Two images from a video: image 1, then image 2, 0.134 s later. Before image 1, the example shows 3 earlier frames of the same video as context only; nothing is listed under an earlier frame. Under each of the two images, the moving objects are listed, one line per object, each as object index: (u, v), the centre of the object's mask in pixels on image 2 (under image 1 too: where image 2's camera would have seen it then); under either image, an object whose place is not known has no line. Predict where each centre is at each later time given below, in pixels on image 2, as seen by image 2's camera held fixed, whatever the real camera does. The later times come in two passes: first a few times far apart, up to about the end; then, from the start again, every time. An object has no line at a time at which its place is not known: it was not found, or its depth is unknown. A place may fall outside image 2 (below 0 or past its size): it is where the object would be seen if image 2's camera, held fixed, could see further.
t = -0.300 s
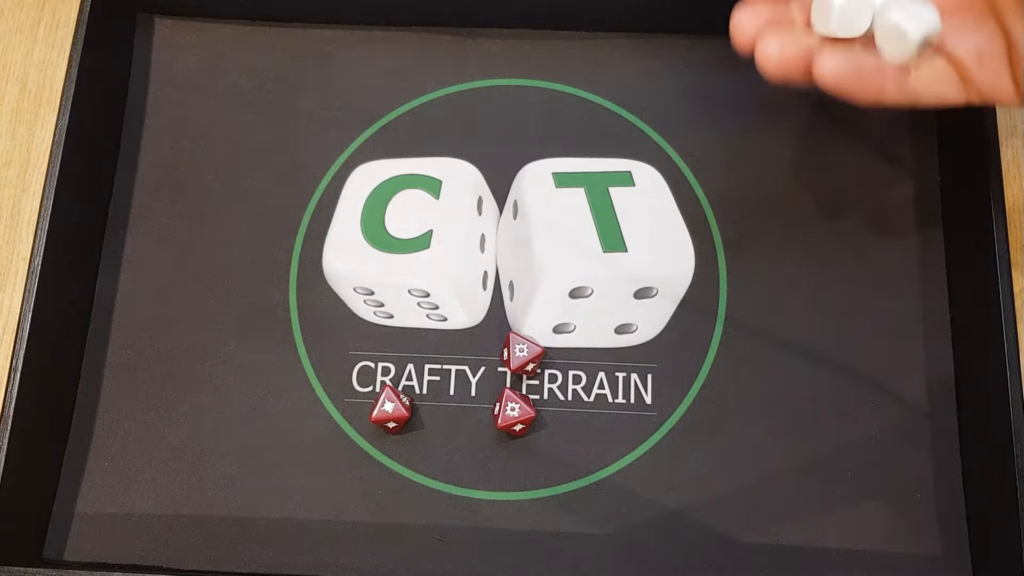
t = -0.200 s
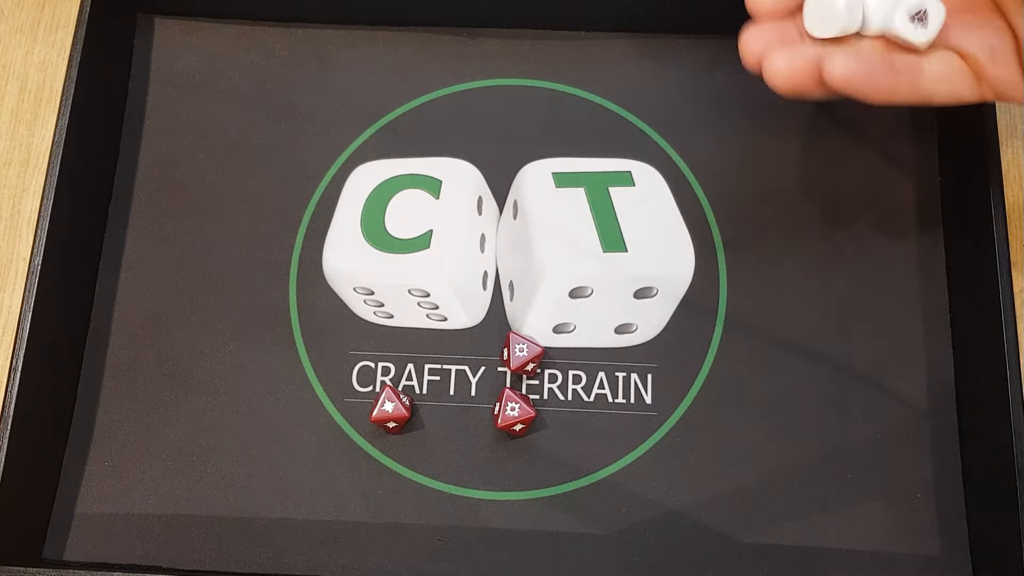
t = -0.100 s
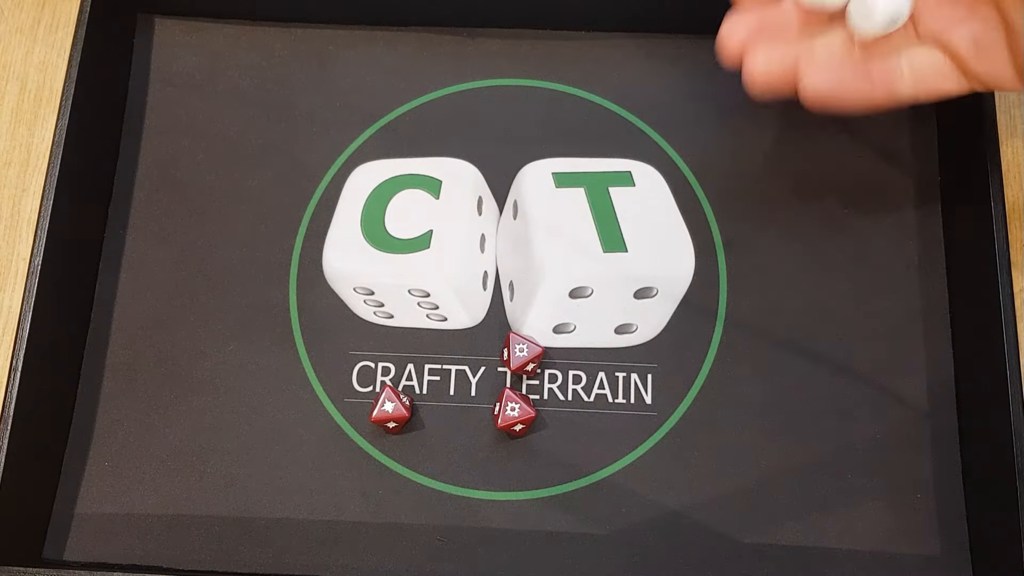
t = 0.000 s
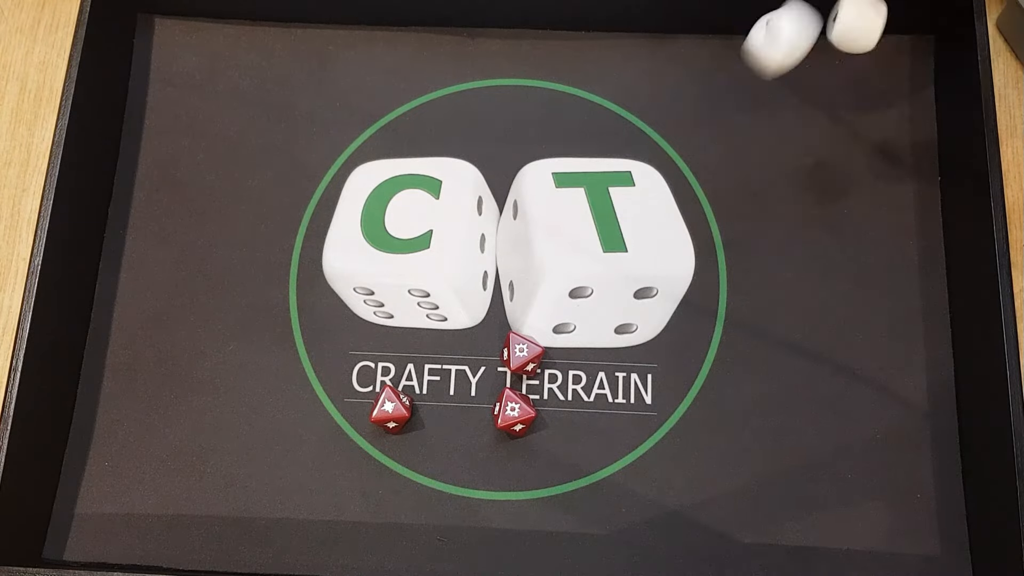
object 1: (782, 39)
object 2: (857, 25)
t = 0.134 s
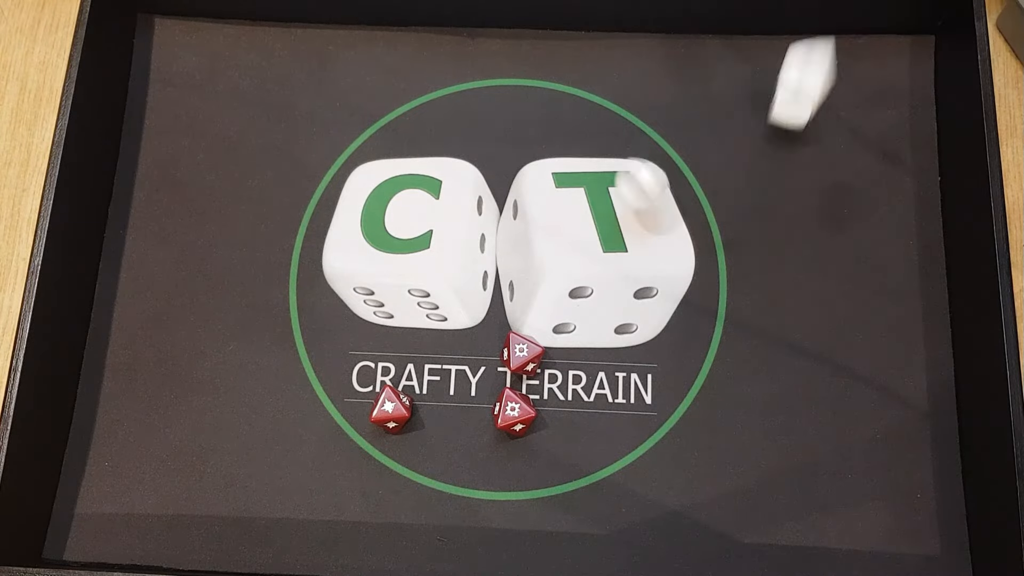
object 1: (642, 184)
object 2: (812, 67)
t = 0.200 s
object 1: (613, 169)
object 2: (808, 64)
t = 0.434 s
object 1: (468, 141)
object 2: (771, 43)
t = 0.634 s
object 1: (363, 83)
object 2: (725, 47)
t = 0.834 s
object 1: (282, 83)
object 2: (725, 46)
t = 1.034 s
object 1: (250, 87)
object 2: (725, 46)
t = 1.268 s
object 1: (246, 73)
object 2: (725, 46)
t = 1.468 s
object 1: (247, 73)
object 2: (725, 46)
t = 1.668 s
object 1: (247, 73)
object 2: (725, 46)
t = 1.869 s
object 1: (247, 73)
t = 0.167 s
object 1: (630, 171)
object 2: (804, 80)
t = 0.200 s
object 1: (613, 169)
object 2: (808, 64)
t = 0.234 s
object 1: (598, 177)
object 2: (806, 62)
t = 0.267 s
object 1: (581, 190)
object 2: (797, 72)
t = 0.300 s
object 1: (554, 171)
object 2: (785, 90)
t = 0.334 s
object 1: (526, 165)
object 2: (783, 73)
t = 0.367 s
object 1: (500, 157)
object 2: (784, 50)
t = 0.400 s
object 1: (485, 146)
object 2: (778, 39)
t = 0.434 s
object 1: (468, 141)
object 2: (771, 43)
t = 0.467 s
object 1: (449, 132)
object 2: (760, 41)
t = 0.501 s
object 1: (434, 123)
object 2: (750, 43)
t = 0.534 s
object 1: (417, 115)
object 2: (741, 47)
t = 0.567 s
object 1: (394, 105)
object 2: (733, 51)
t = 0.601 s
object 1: (380, 95)
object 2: (727, 50)
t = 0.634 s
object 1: (363, 83)
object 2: (725, 47)
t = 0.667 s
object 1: (347, 75)
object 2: (725, 46)
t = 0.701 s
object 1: (331, 71)
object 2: (725, 46)
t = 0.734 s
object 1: (315, 70)
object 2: (725, 46)
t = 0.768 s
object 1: (302, 72)
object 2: (725, 46)
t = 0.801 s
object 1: (290, 78)
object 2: (725, 46)
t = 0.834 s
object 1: (282, 83)
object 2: (725, 46)
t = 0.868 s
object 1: (277, 86)
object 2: (725, 46)
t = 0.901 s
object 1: (273, 87)
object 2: (725, 46)
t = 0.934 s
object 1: (269, 86)
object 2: (725, 46)
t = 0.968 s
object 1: (263, 85)
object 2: (725, 46)
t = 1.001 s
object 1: (254, 87)
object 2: (725, 46)
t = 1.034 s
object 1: (250, 87)
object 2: (725, 46)
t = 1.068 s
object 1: (246, 87)
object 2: (725, 46)
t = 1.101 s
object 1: (243, 83)
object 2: (725, 46)
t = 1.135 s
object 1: (241, 80)
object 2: (725, 46)
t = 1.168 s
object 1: (240, 77)
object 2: (725, 46)
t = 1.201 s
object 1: (243, 73)
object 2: (725, 46)
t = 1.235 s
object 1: (245, 72)
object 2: (725, 46)
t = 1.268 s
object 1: (246, 73)
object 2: (725, 46)
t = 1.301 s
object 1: (247, 73)
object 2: (725, 46)
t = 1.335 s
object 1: (247, 73)
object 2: (725, 46)
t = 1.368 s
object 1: (247, 73)
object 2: (725, 46)
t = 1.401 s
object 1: (247, 73)
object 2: (725, 46)
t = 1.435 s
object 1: (247, 73)
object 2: (725, 46)
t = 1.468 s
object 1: (247, 73)
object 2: (725, 46)
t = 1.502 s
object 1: (247, 73)
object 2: (725, 46)
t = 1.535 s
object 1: (247, 73)
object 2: (725, 46)
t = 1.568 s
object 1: (247, 73)
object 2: (725, 46)
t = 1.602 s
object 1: (247, 73)
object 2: (725, 46)
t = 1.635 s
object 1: (247, 73)
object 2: (725, 46)
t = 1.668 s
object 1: (247, 73)
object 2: (725, 46)
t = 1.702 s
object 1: (247, 73)
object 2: (725, 46)
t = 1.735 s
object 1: (247, 73)
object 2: (725, 46)
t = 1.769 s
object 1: (247, 73)
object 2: (725, 46)
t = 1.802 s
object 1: (247, 73)
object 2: (725, 46)
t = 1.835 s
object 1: (247, 73)
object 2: (725, 46)
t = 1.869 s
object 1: (247, 73)
